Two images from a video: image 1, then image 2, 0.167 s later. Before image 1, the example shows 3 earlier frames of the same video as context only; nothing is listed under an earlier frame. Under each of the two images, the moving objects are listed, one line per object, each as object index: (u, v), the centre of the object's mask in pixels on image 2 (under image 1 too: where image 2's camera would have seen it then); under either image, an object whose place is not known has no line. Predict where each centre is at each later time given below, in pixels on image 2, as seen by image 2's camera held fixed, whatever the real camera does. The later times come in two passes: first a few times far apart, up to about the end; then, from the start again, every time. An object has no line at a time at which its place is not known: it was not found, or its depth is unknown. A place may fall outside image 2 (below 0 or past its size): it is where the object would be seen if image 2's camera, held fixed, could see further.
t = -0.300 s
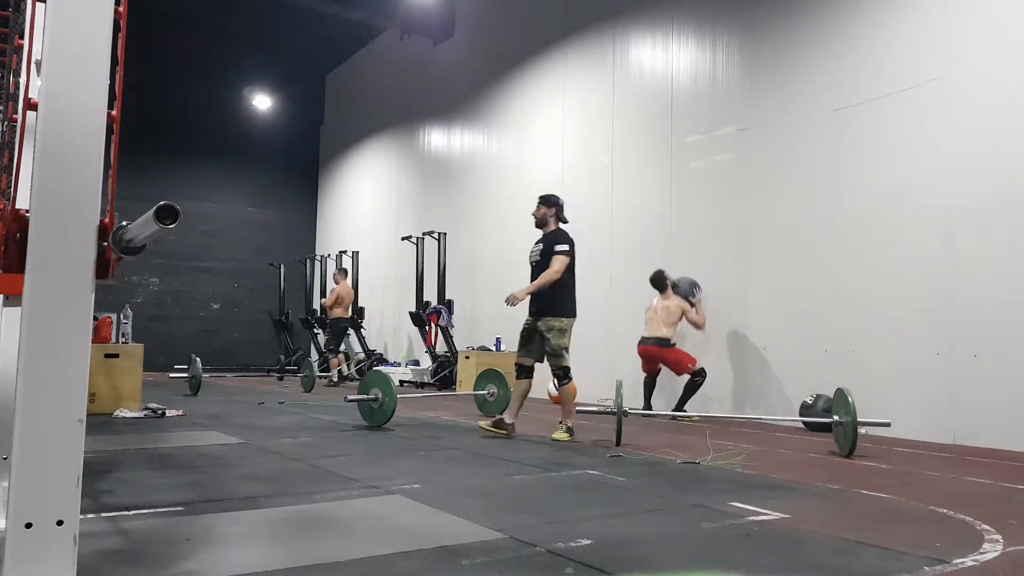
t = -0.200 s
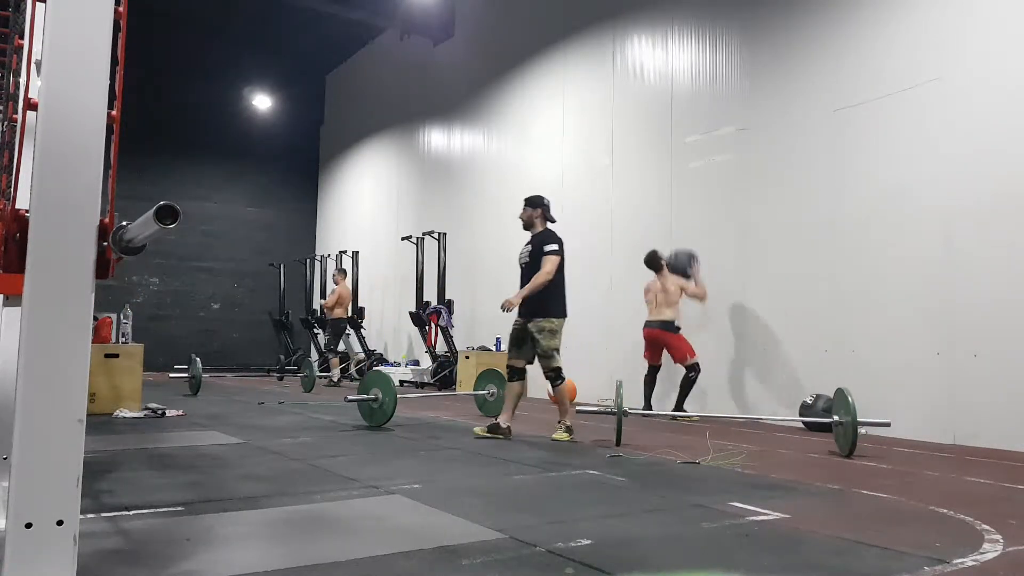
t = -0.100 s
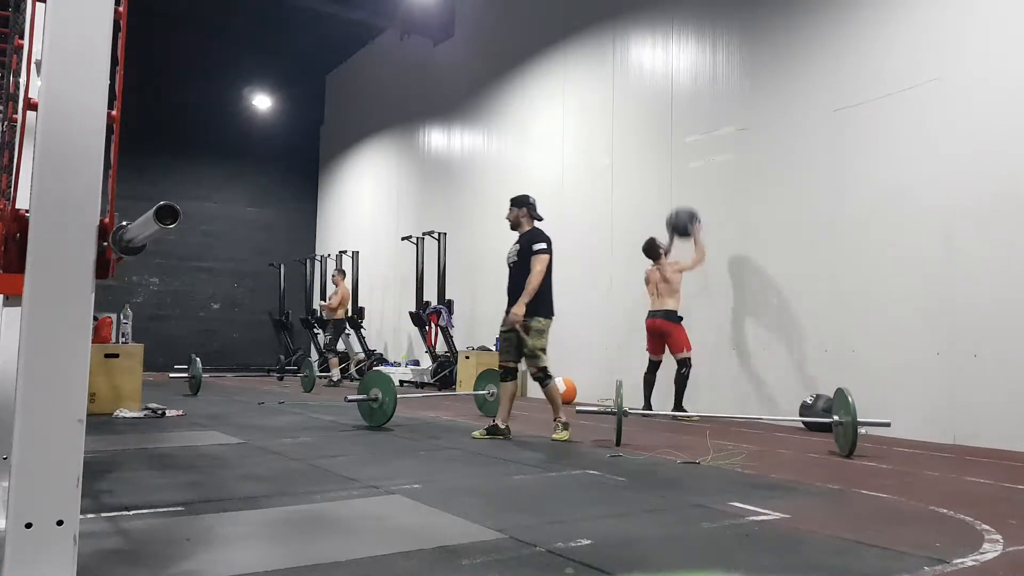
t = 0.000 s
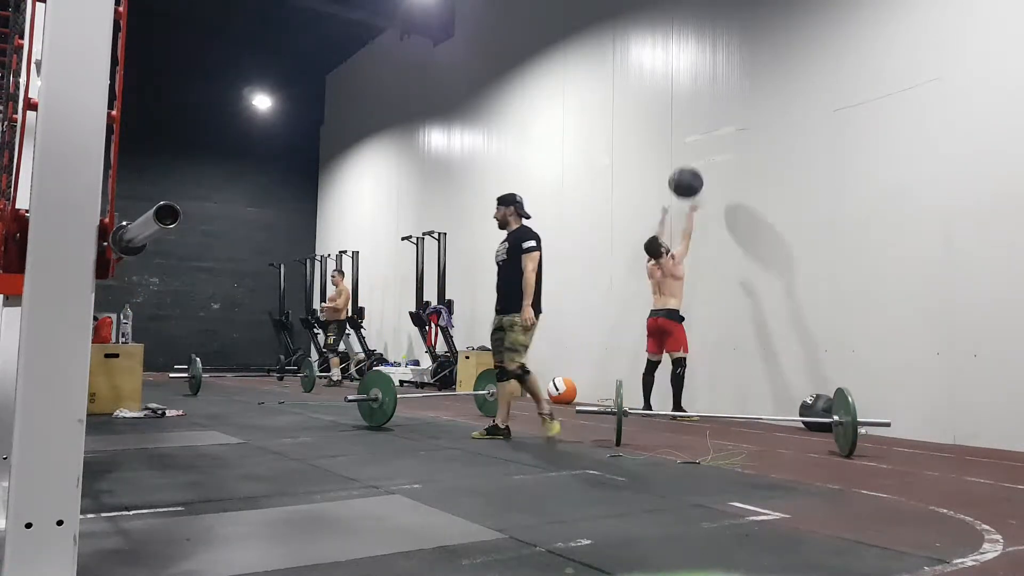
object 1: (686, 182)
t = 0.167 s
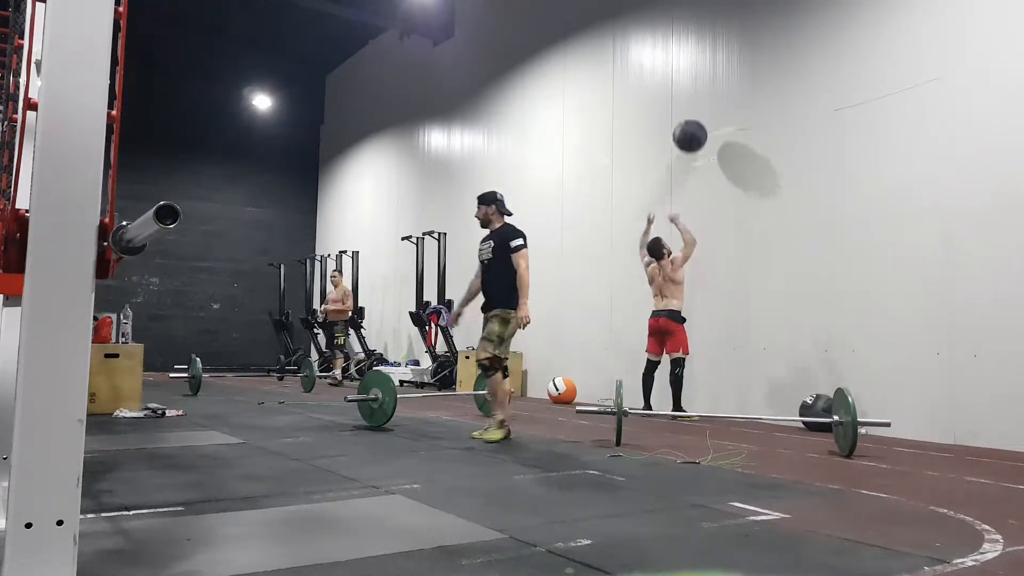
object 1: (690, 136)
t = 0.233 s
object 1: (692, 124)
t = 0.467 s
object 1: (697, 115)
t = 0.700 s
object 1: (697, 147)
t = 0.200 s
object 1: (691, 129)
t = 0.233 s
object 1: (692, 124)
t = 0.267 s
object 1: (692, 120)
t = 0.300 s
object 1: (693, 117)
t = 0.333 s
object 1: (694, 114)
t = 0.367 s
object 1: (695, 113)
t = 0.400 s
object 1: (695, 112)
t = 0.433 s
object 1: (696, 113)
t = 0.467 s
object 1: (697, 115)
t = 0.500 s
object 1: (698, 117)
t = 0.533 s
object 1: (699, 121)
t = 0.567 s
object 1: (699, 125)
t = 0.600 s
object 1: (698, 129)
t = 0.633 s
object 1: (698, 134)
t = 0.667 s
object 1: (697, 140)
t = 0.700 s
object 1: (697, 147)
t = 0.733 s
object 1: (696, 155)
